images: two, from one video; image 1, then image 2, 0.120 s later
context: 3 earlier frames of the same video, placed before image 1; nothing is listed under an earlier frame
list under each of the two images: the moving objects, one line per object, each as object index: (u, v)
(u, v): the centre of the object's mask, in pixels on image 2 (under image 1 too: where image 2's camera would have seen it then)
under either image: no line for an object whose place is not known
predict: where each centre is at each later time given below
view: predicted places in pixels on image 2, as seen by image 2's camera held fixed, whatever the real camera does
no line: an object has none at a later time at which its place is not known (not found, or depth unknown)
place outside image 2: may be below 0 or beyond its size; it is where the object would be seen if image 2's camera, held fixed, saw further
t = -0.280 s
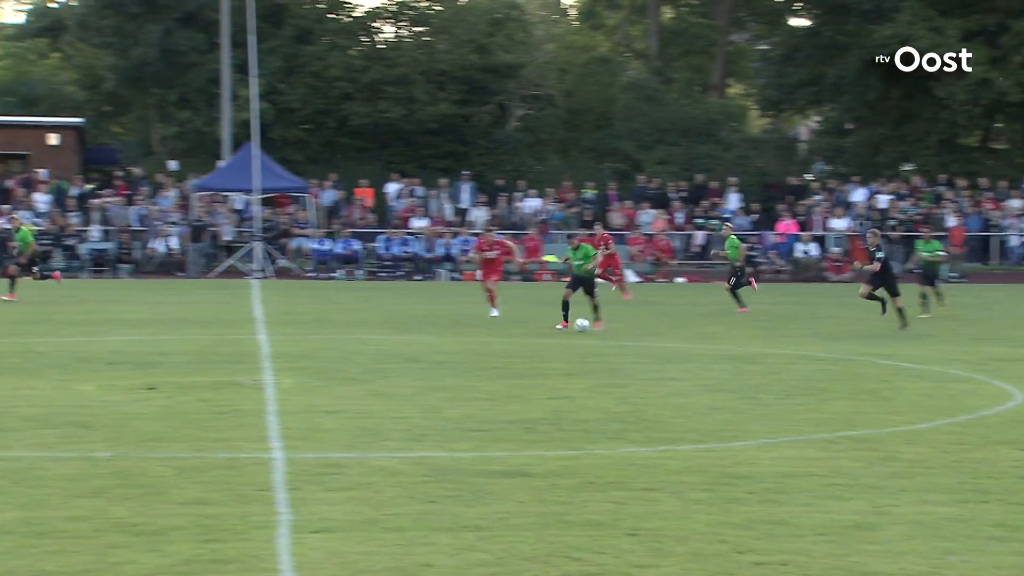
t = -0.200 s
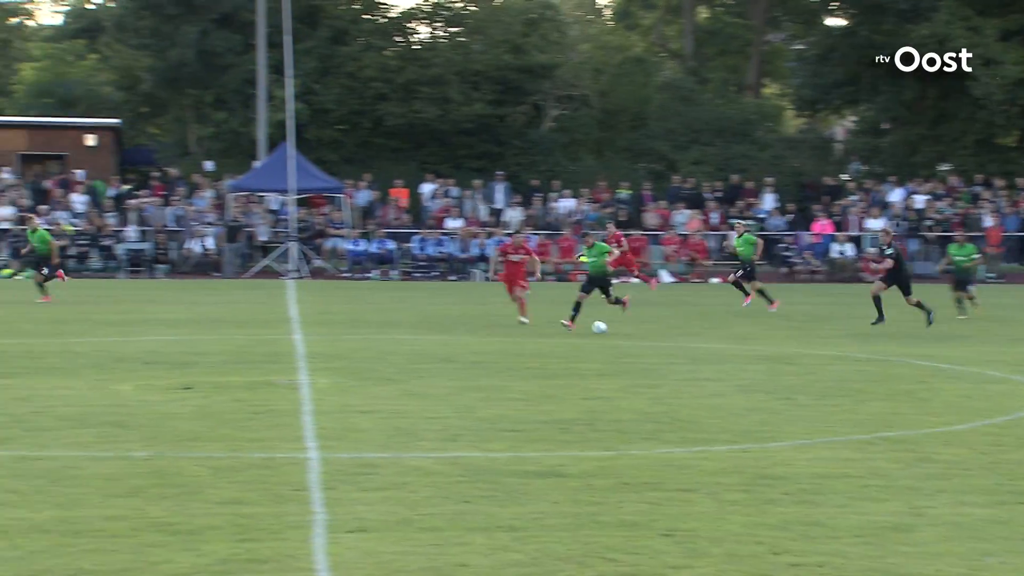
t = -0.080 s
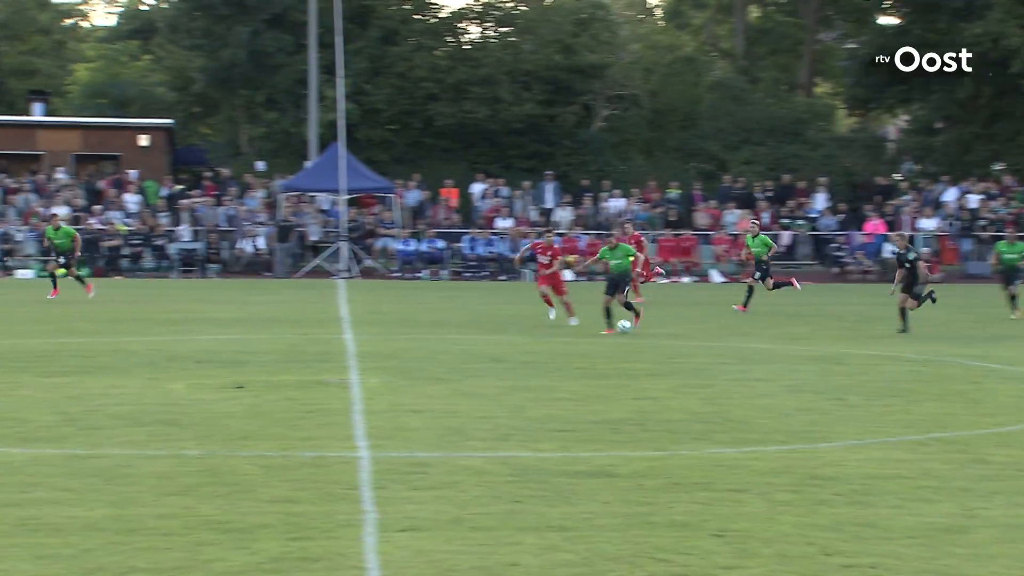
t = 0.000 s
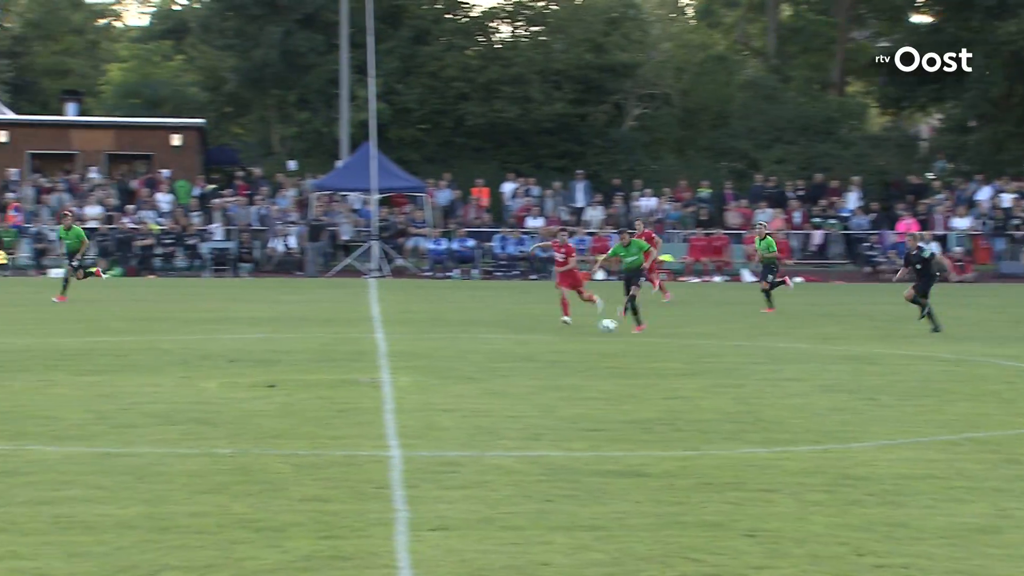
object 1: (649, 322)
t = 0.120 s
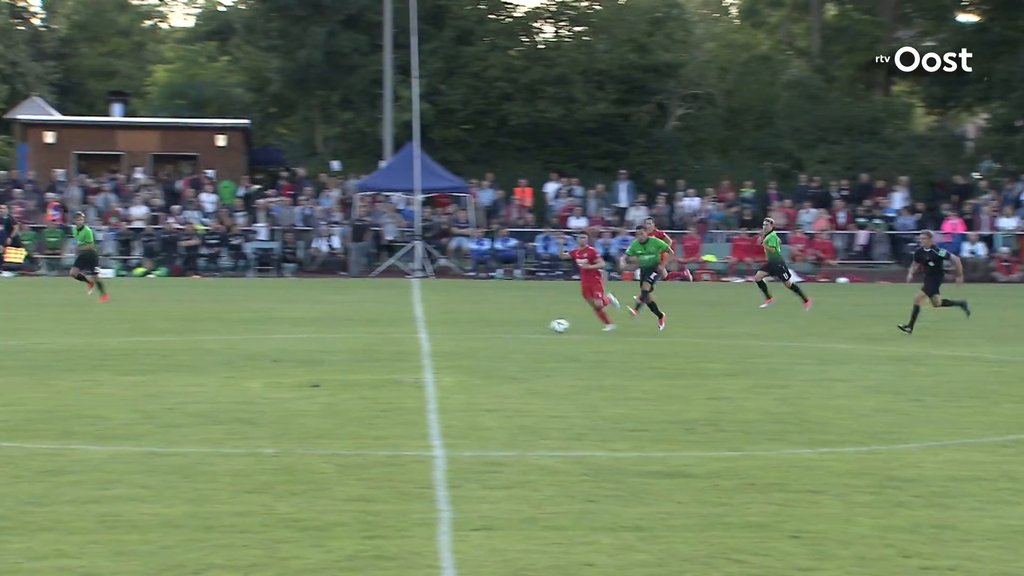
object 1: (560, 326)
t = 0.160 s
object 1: (530, 327)
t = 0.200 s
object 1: (500, 330)
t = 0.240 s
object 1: (469, 333)
